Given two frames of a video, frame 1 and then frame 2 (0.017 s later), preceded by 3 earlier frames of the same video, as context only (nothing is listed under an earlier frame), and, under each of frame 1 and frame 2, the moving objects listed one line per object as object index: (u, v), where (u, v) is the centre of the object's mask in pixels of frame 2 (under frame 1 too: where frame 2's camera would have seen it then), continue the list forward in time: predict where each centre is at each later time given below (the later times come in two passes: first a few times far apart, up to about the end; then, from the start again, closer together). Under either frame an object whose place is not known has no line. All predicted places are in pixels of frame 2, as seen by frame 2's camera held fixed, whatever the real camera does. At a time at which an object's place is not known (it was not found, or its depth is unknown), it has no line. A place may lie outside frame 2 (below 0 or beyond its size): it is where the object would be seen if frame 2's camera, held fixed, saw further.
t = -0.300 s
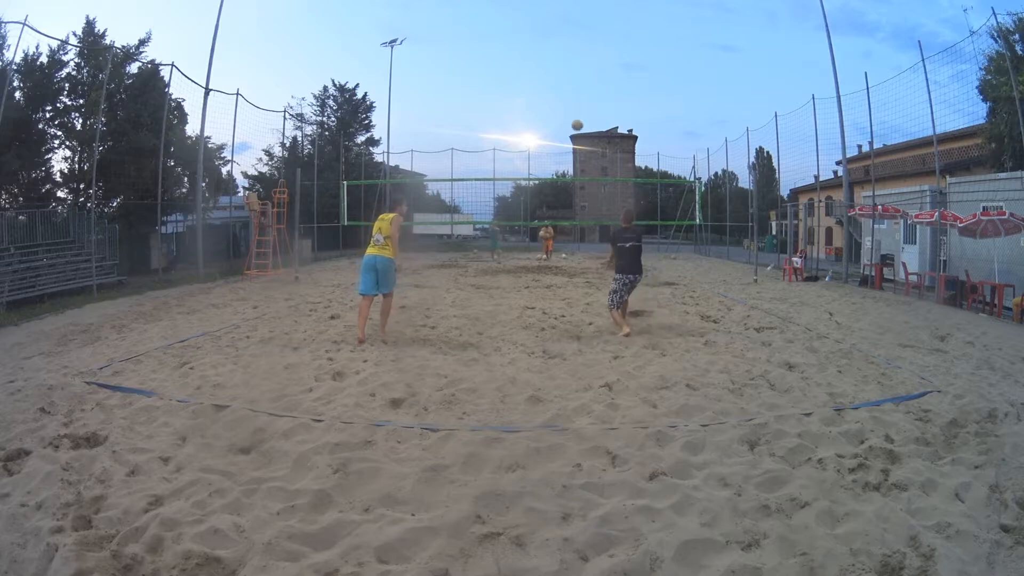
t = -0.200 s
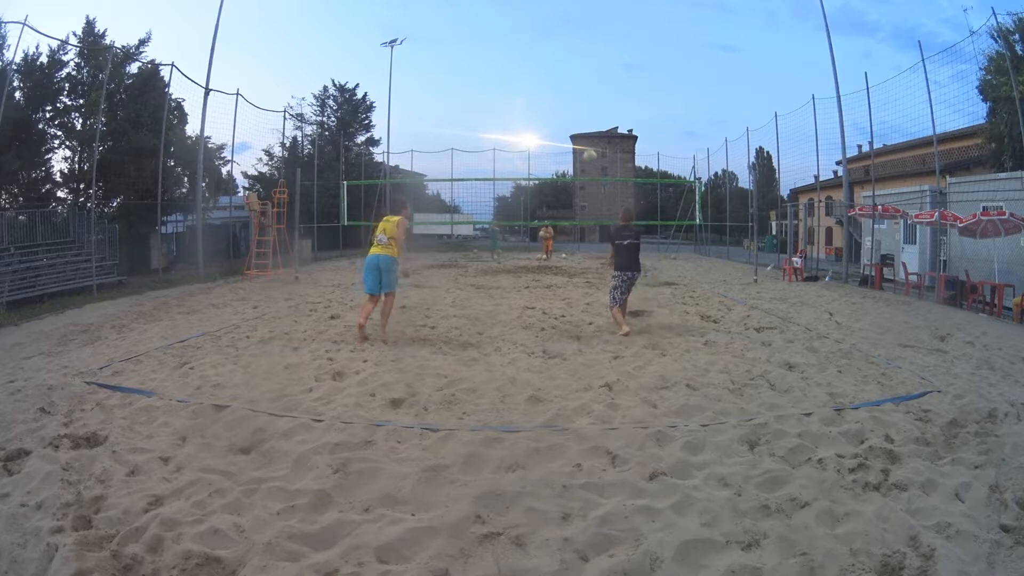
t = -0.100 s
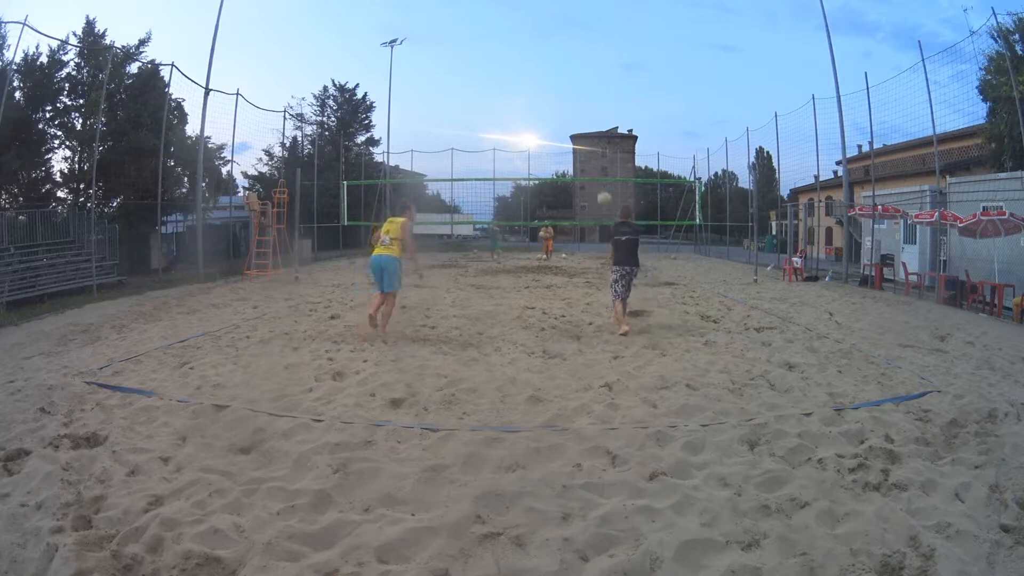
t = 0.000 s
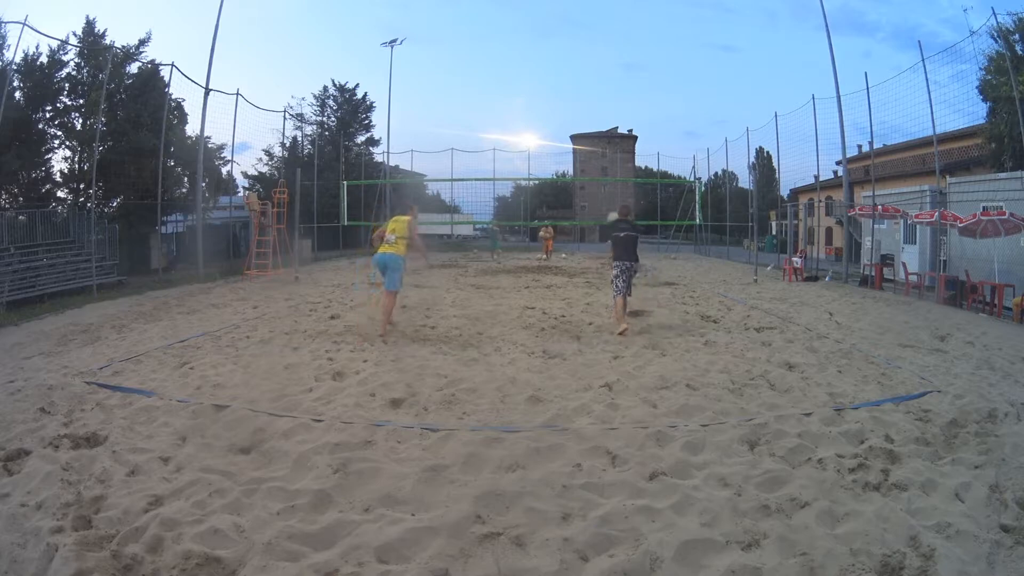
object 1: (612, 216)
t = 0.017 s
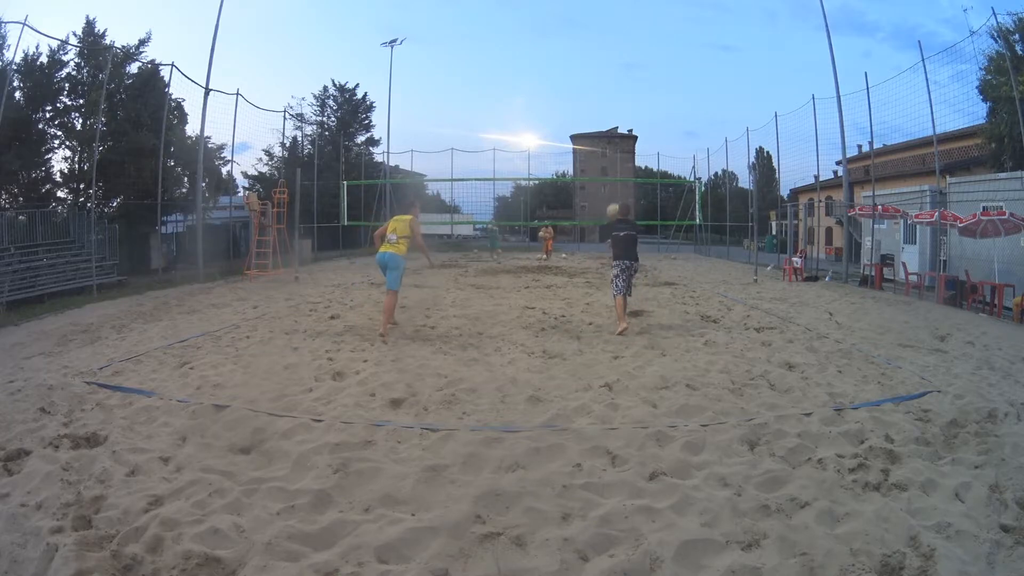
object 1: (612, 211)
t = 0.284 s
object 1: (610, 114)
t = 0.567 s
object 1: (605, 71)
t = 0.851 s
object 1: (602, 71)
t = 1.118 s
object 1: (601, 105)
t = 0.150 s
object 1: (611, 153)
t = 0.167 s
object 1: (611, 147)
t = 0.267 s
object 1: (610, 119)
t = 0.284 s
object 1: (610, 114)
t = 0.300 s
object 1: (609, 111)
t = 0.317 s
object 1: (609, 107)
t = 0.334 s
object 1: (609, 103)
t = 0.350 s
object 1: (608, 100)
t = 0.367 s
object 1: (608, 96)
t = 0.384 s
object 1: (607, 93)
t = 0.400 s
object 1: (607, 90)
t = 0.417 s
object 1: (607, 88)
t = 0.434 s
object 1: (606, 85)
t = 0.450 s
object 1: (606, 83)
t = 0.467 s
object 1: (606, 81)
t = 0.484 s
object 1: (606, 79)
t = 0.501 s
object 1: (605, 77)
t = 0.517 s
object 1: (605, 75)
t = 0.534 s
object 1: (605, 74)
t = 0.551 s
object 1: (605, 72)
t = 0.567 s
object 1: (605, 71)
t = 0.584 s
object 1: (604, 70)
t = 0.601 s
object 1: (604, 69)
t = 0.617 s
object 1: (604, 68)
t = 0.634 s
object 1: (604, 67)
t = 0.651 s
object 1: (604, 67)
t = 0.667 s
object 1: (604, 66)
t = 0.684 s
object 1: (603, 66)
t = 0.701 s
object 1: (603, 66)
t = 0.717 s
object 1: (603, 66)
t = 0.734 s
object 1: (603, 66)
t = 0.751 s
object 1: (603, 67)
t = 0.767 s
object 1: (603, 67)
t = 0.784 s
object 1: (603, 67)
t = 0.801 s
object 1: (603, 68)
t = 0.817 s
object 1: (603, 69)
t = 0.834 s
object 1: (602, 70)
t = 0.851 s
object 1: (602, 71)
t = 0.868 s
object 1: (602, 72)
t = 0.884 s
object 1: (602, 74)
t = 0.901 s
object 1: (602, 75)
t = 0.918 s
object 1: (602, 77)
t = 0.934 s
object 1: (602, 78)
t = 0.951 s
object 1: (602, 80)
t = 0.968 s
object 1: (602, 82)
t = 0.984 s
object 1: (602, 84)
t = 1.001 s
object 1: (602, 86)
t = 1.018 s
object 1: (602, 89)
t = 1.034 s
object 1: (601, 91)
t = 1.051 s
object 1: (601, 94)
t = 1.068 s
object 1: (601, 96)
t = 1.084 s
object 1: (601, 99)
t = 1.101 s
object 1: (601, 102)
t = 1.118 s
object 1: (601, 105)
